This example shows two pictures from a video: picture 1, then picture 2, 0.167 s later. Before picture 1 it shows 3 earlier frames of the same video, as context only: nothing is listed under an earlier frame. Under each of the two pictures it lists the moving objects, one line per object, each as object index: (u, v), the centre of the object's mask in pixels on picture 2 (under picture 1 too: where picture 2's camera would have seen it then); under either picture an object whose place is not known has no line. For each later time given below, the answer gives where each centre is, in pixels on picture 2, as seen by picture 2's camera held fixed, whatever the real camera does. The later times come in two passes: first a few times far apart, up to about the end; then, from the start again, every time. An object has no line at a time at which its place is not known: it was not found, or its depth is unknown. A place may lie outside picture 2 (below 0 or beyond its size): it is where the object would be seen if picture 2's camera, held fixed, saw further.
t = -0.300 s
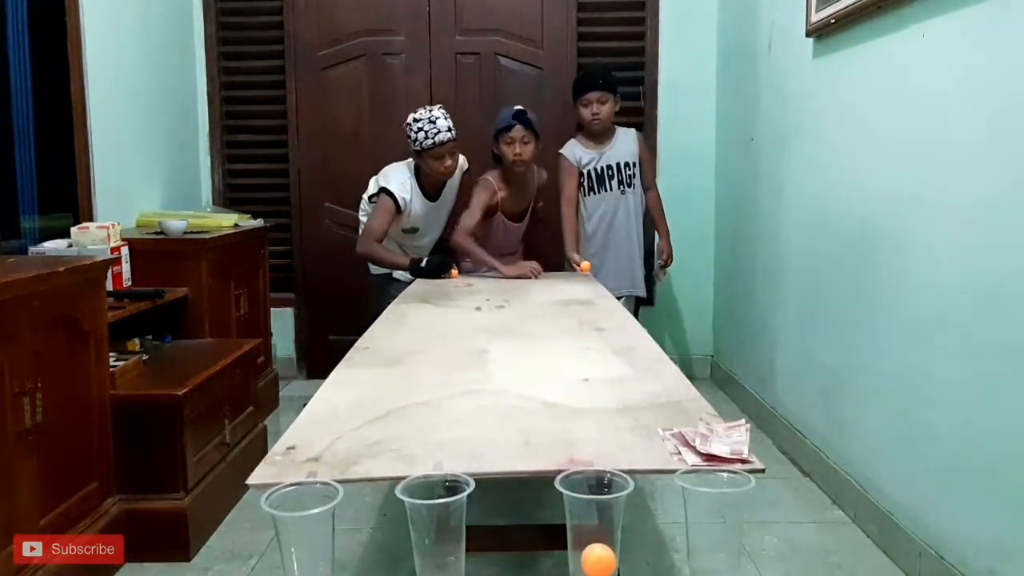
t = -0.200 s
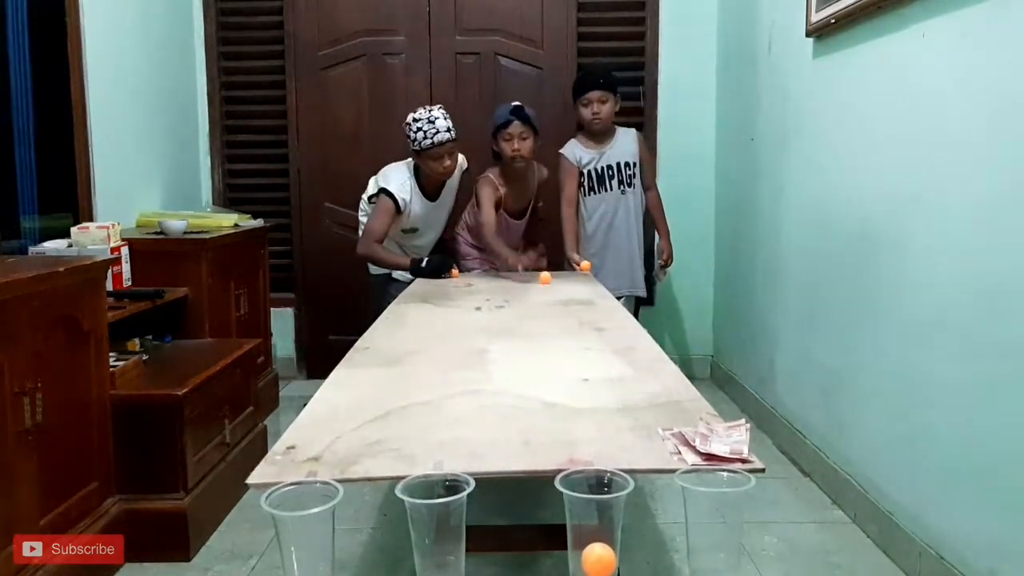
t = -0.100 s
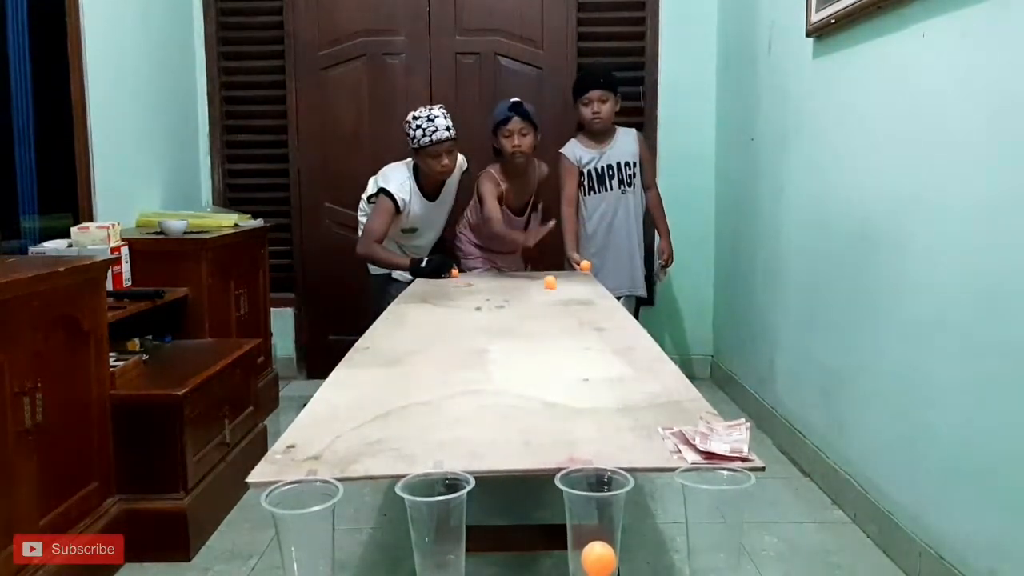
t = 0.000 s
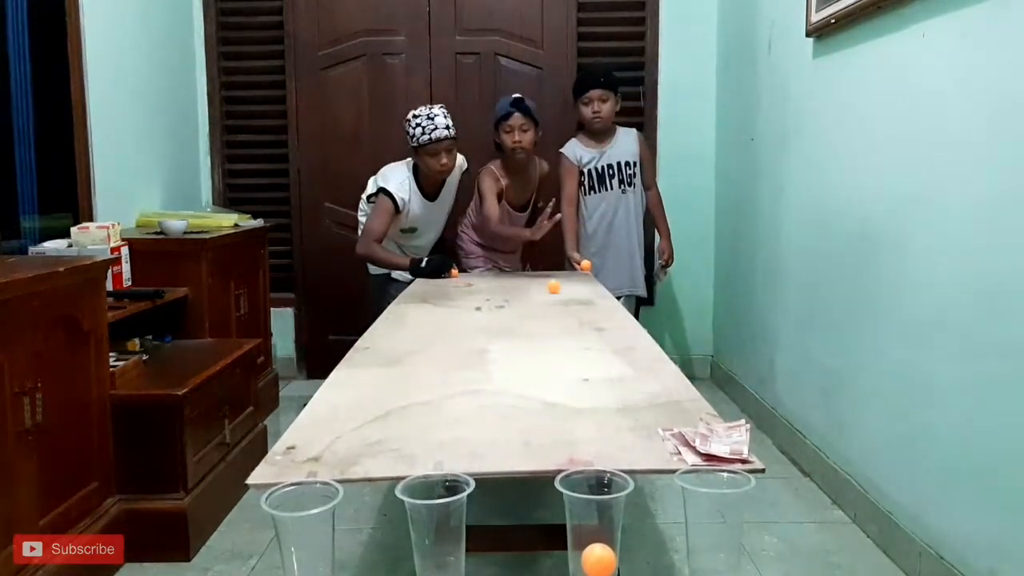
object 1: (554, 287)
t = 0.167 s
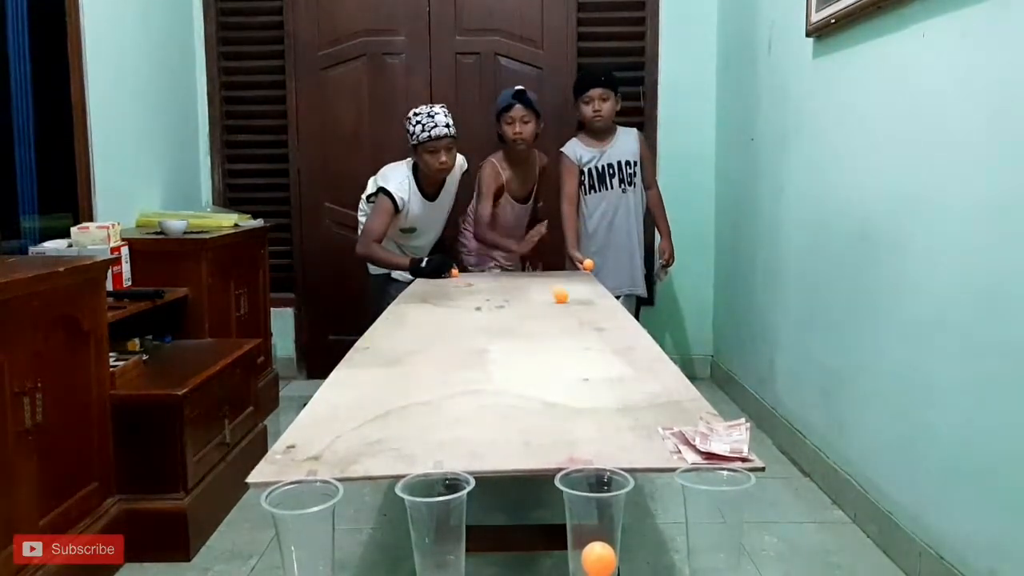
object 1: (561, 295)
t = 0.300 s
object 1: (567, 303)
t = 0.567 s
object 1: (582, 322)
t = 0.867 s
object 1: (601, 352)
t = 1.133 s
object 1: (620, 390)
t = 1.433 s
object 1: (647, 446)
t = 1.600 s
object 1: (664, 559)
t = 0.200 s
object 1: (562, 296)
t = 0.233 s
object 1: (564, 300)
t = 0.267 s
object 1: (566, 302)
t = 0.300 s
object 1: (567, 303)
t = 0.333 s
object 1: (569, 306)
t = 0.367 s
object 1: (571, 308)
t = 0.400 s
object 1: (573, 310)
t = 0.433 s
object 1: (575, 312)
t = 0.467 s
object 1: (577, 314)
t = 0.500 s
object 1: (578, 316)
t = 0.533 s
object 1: (579, 318)
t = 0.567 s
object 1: (582, 322)
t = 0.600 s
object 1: (584, 325)
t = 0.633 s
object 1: (586, 327)
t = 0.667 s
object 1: (588, 330)
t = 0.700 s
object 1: (590, 334)
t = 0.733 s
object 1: (592, 337)
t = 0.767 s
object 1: (594, 341)
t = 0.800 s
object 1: (596, 344)
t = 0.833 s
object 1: (598, 348)
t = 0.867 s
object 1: (601, 352)
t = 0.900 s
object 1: (603, 356)
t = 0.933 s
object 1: (605, 361)
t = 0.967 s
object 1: (608, 365)
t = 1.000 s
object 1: (610, 370)
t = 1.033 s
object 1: (613, 375)
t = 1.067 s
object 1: (615, 379)
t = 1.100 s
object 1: (618, 384)
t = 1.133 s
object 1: (620, 390)
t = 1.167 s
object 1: (623, 396)
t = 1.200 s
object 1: (626, 402)
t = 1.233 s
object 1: (629, 408)
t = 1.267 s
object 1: (631, 413)
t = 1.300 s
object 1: (635, 419)
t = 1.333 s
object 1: (638, 426)
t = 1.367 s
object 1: (641, 432)
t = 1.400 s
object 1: (644, 440)
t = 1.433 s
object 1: (647, 446)
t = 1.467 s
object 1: (650, 453)
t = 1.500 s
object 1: (655, 468)
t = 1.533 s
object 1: (657, 490)
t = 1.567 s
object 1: (661, 525)
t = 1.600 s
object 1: (664, 559)
